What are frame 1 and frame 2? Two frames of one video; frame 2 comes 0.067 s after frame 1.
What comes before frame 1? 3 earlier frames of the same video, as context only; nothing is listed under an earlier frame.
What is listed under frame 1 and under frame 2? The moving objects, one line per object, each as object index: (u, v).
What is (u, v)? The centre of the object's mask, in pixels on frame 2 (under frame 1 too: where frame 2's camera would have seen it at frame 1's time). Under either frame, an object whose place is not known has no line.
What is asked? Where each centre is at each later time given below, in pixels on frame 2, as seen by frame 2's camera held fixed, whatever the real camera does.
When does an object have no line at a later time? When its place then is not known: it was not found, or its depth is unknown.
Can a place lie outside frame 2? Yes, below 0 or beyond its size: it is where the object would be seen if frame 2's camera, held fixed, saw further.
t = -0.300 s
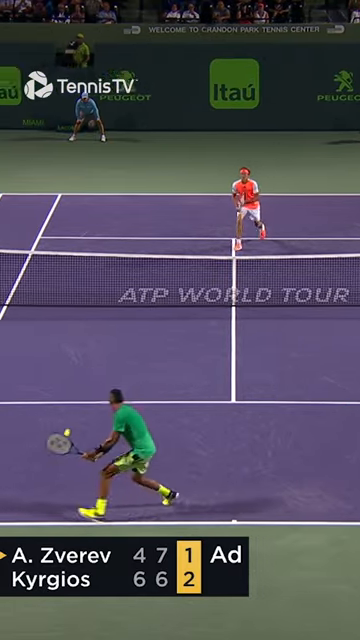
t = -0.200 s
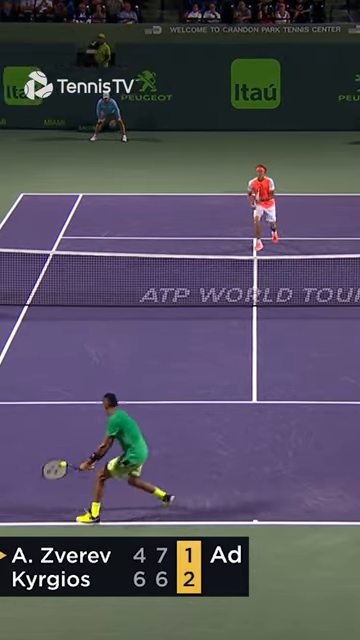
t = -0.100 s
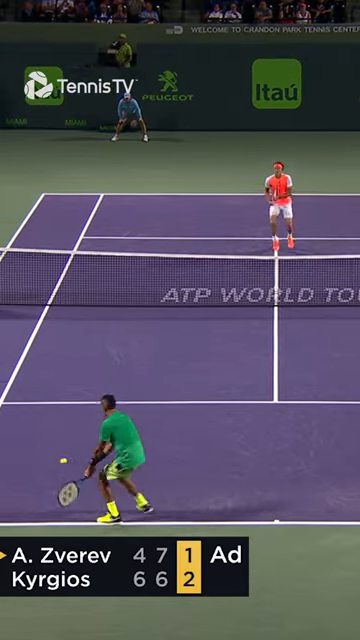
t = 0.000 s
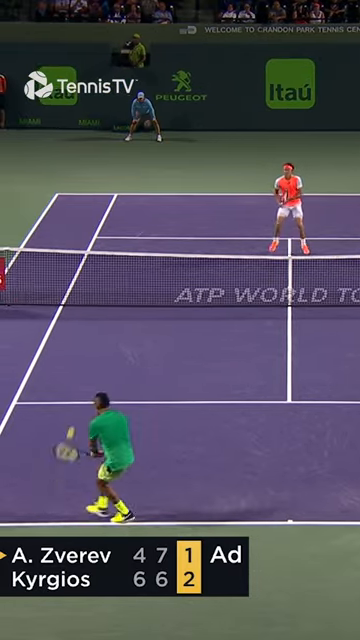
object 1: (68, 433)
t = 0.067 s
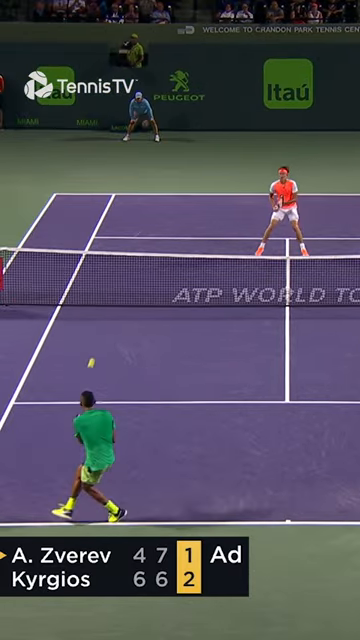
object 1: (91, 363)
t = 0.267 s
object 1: (147, 210)
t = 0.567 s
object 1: (211, 88)
